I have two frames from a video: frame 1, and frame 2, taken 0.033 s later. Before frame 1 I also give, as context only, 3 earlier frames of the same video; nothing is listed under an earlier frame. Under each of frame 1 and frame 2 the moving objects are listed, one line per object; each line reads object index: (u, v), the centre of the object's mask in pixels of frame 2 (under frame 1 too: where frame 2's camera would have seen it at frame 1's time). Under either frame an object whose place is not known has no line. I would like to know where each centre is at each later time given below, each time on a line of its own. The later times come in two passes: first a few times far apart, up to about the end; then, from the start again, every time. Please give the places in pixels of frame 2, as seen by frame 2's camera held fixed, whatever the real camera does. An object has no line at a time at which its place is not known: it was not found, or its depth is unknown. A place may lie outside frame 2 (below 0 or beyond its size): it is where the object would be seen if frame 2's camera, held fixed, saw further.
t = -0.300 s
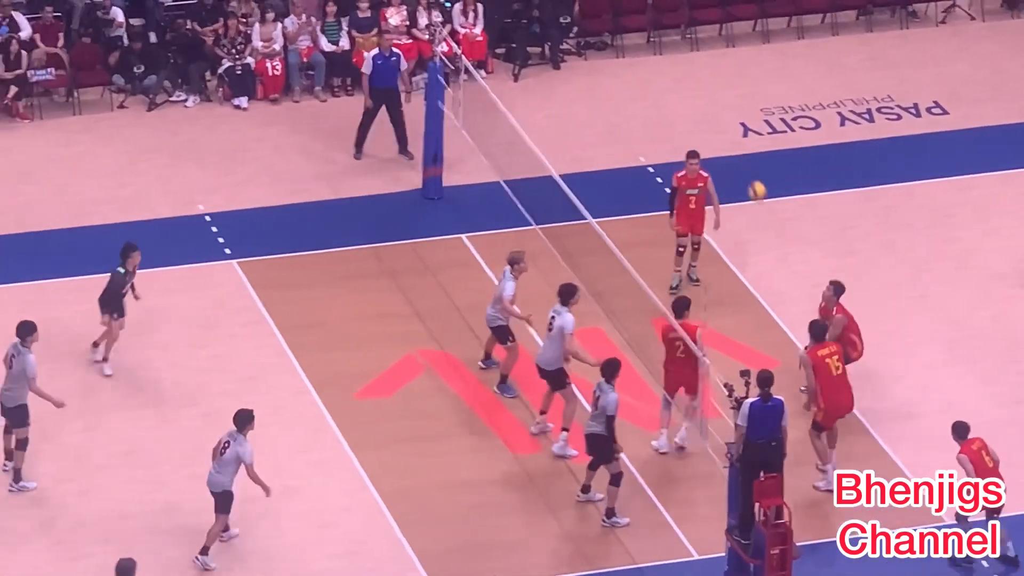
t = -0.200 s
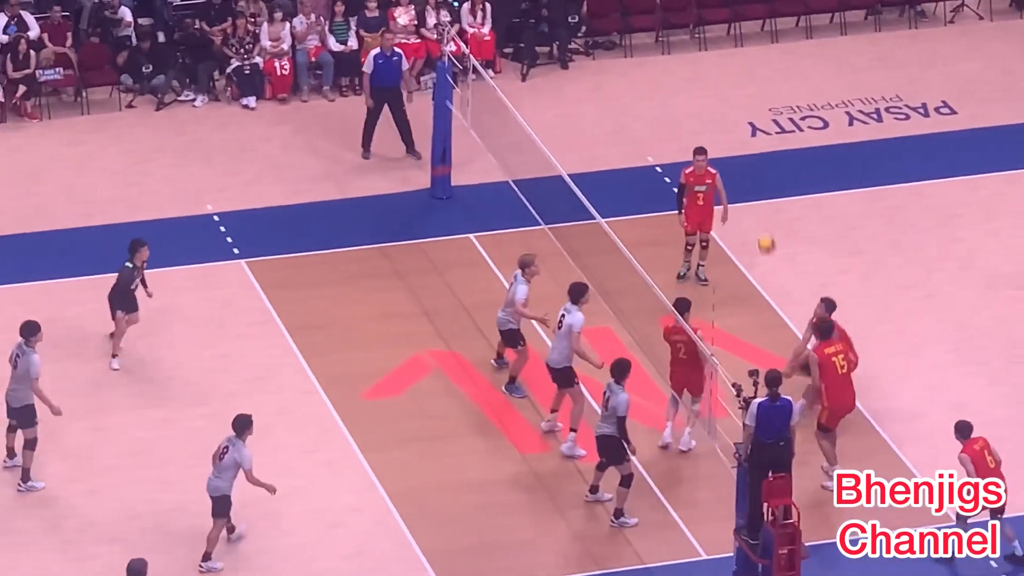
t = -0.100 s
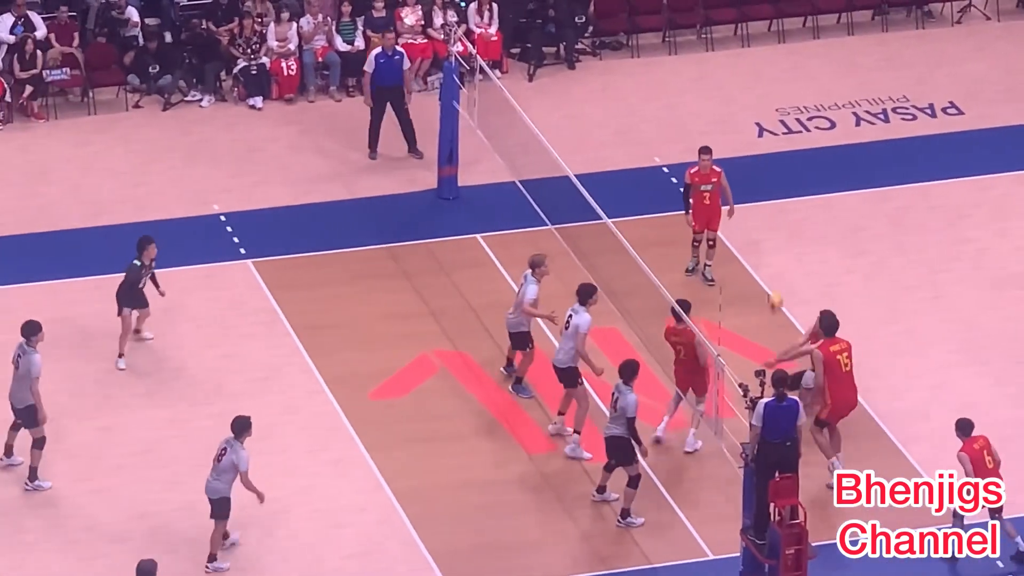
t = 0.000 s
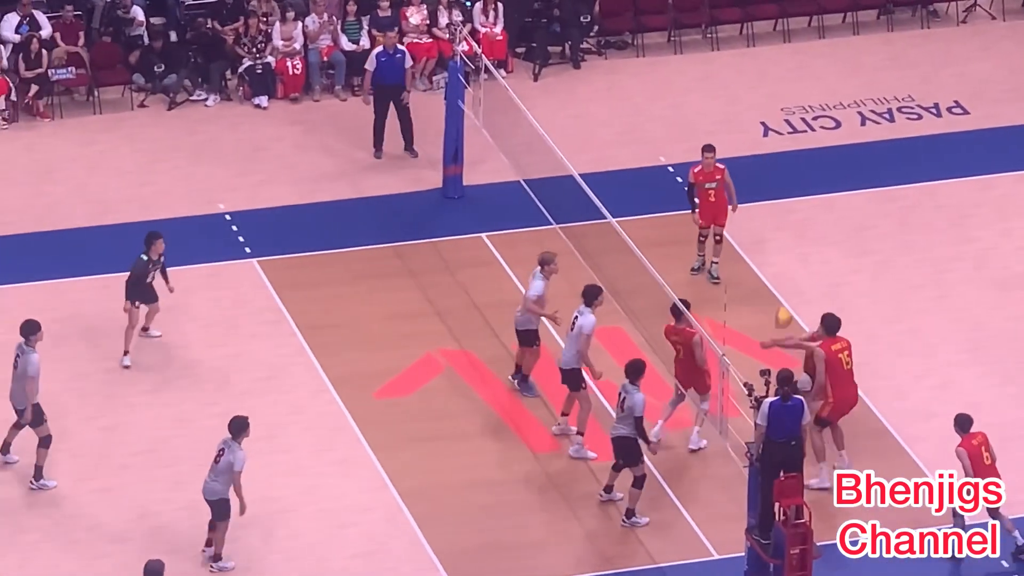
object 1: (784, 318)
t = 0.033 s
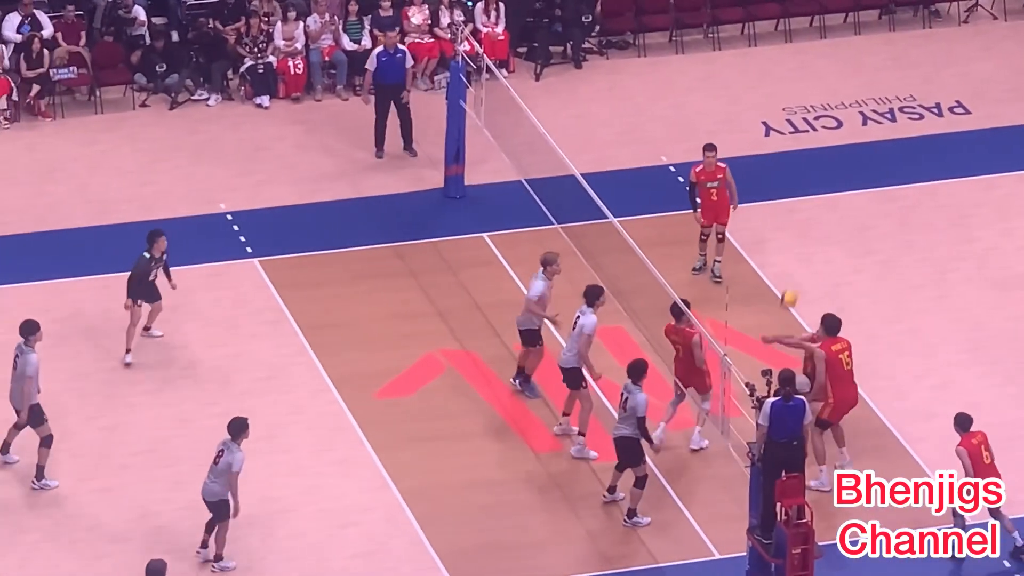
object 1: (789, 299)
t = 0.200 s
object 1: (806, 216)
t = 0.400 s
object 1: (824, 147)
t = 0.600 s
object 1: (841, 108)
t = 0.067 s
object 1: (792, 281)
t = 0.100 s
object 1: (795, 264)
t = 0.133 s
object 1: (799, 247)
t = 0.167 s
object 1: (803, 231)
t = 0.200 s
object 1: (806, 216)
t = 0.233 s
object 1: (808, 201)
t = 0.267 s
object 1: (811, 187)
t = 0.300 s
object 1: (815, 177)
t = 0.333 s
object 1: (818, 165)
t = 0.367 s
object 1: (821, 155)
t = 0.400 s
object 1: (824, 147)
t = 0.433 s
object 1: (827, 138)
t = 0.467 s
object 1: (829, 129)
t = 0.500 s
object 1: (832, 122)
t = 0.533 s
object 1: (835, 117)
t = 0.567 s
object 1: (839, 111)
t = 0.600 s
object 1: (841, 108)
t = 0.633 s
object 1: (842, 105)
